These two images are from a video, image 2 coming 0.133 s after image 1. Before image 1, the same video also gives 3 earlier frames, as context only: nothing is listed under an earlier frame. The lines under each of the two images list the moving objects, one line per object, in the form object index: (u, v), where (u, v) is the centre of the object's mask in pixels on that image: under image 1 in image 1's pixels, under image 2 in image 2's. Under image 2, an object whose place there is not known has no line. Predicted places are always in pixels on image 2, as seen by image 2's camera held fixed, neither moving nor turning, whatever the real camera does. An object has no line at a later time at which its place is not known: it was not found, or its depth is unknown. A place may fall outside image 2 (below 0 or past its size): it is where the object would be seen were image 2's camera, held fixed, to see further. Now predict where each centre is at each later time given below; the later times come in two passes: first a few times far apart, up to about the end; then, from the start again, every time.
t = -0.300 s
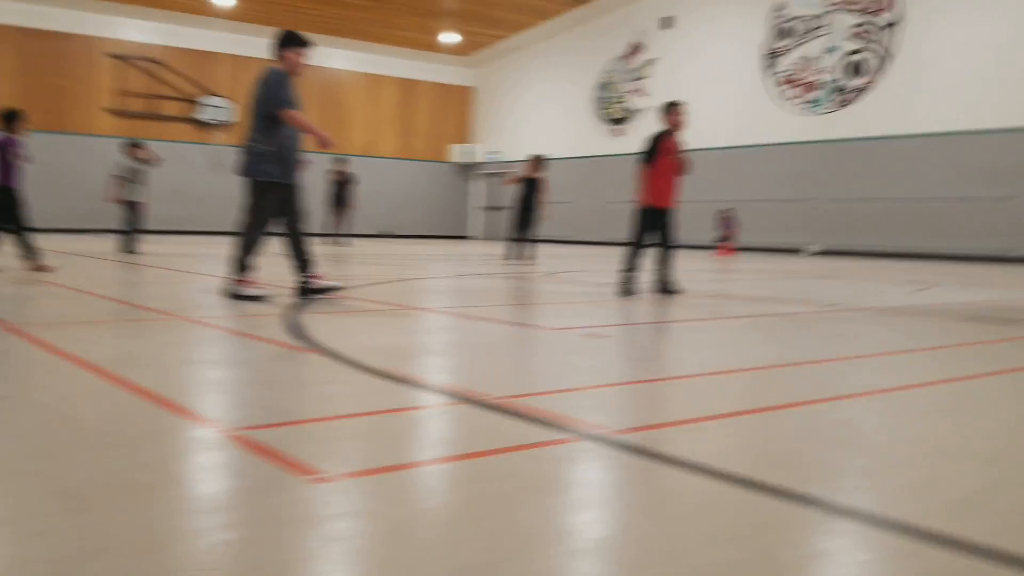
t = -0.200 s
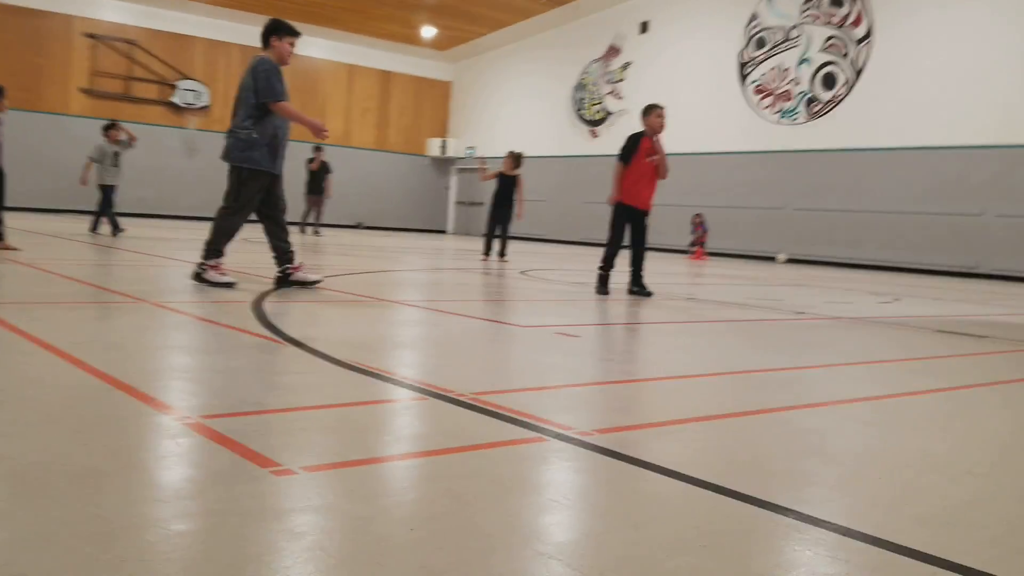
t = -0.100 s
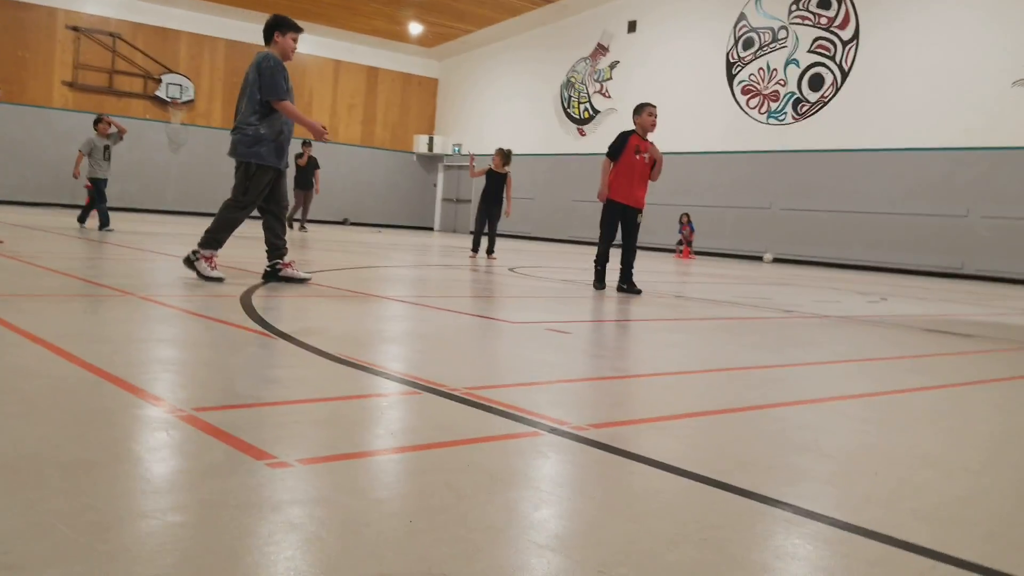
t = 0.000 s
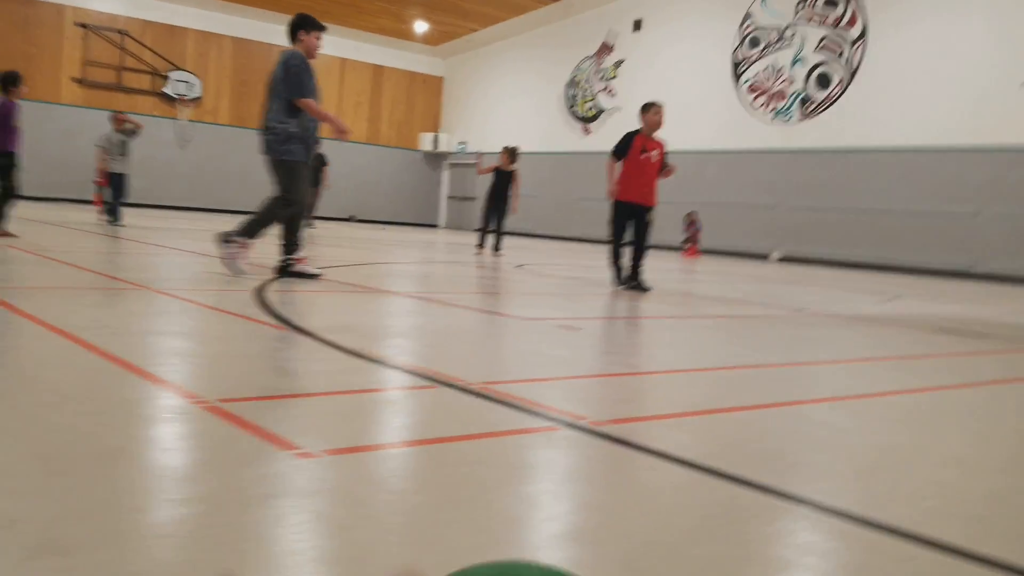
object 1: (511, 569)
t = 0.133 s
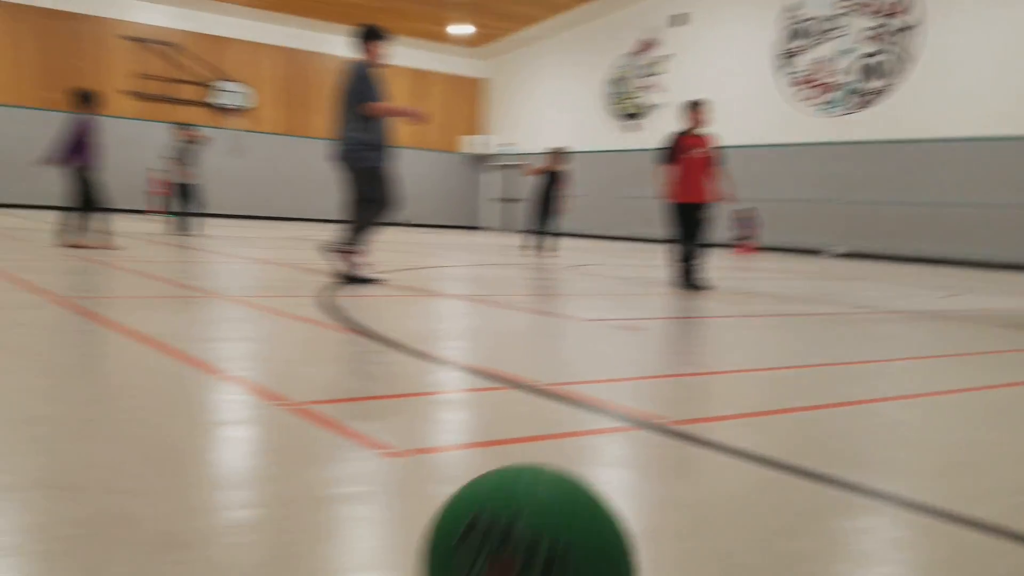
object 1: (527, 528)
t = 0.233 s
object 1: (481, 512)
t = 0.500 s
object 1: (389, 436)
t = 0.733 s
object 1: (342, 389)
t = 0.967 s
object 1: (307, 361)
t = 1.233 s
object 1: (275, 336)
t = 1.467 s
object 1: (250, 320)
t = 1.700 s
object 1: (230, 307)
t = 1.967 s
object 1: (207, 296)
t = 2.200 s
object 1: (190, 287)
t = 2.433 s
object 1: (172, 281)
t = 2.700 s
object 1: (153, 275)
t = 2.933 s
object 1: (137, 270)
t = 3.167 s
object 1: (121, 265)
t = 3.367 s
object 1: (107, 262)
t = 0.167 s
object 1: (511, 524)
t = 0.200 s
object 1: (495, 523)
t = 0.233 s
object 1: (481, 512)
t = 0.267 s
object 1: (467, 499)
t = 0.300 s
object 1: (454, 491)
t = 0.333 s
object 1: (441, 487)
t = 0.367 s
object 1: (429, 478)
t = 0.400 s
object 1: (418, 461)
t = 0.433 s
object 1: (408, 451)
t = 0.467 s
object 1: (398, 448)
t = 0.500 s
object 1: (389, 436)
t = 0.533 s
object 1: (382, 424)
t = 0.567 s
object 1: (375, 420)
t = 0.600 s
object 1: (368, 416)
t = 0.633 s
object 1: (361, 405)
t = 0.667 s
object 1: (355, 400)
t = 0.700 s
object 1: (348, 397)
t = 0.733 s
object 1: (342, 389)
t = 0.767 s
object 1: (336, 385)
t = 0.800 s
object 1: (330, 381)
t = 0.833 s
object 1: (326, 375)
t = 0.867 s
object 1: (321, 372)
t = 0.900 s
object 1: (316, 366)
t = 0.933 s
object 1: (311, 362)
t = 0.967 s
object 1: (307, 361)
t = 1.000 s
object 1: (302, 355)
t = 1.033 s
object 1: (298, 352)
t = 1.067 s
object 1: (294, 350)
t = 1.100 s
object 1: (290, 345)
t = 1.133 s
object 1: (286, 344)
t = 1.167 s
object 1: (282, 341)
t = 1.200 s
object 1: (278, 338)
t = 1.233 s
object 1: (275, 336)
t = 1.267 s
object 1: (271, 333)
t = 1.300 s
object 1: (267, 331)
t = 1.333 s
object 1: (264, 327)
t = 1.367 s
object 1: (260, 326)
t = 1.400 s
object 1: (257, 324)
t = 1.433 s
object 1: (254, 321)
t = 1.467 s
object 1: (250, 320)
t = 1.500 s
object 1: (247, 317)
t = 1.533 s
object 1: (244, 316)
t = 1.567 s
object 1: (241, 314)
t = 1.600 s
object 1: (238, 312)
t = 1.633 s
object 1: (235, 311)
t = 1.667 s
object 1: (232, 308)
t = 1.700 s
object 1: (230, 307)
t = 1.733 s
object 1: (227, 305)
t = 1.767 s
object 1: (224, 303)
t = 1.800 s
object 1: (221, 303)
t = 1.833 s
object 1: (218, 300)
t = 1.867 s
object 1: (216, 300)
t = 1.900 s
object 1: (213, 298)
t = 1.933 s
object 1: (210, 296)
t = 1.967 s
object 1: (207, 296)
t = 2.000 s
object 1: (204, 295)
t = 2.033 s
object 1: (202, 293)
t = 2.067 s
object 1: (200, 293)
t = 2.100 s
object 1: (197, 291)
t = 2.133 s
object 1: (195, 290)
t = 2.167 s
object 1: (192, 289)
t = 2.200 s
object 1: (190, 287)
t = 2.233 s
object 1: (187, 287)
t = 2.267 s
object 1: (185, 285)
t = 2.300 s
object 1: (182, 284)
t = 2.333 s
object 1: (180, 284)
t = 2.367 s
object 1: (177, 282)
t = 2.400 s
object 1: (175, 282)
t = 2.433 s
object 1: (172, 281)
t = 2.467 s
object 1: (170, 280)
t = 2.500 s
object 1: (167, 280)
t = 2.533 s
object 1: (165, 279)
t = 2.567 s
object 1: (163, 278)
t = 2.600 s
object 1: (161, 277)
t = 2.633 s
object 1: (158, 276)
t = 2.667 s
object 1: (156, 275)
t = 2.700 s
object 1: (153, 275)
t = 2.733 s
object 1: (151, 274)
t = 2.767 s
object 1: (149, 273)
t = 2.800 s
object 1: (146, 273)
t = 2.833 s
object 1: (144, 272)
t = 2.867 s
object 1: (141, 271)
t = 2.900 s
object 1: (139, 270)
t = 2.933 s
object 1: (137, 270)
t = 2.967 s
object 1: (135, 269)
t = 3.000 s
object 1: (132, 268)
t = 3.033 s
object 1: (130, 268)
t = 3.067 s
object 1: (128, 267)
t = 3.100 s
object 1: (126, 267)
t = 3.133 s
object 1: (123, 266)
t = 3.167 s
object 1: (121, 265)
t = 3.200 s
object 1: (119, 265)
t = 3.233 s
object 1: (116, 264)
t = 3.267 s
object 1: (114, 263)
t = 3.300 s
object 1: (112, 263)
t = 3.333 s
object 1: (109, 262)
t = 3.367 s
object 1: (107, 262)
